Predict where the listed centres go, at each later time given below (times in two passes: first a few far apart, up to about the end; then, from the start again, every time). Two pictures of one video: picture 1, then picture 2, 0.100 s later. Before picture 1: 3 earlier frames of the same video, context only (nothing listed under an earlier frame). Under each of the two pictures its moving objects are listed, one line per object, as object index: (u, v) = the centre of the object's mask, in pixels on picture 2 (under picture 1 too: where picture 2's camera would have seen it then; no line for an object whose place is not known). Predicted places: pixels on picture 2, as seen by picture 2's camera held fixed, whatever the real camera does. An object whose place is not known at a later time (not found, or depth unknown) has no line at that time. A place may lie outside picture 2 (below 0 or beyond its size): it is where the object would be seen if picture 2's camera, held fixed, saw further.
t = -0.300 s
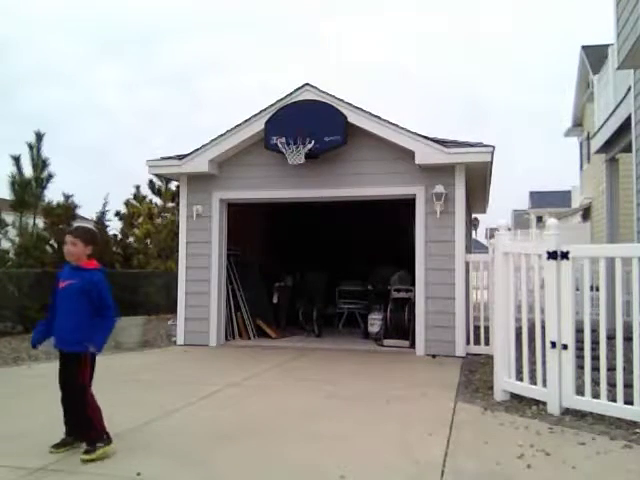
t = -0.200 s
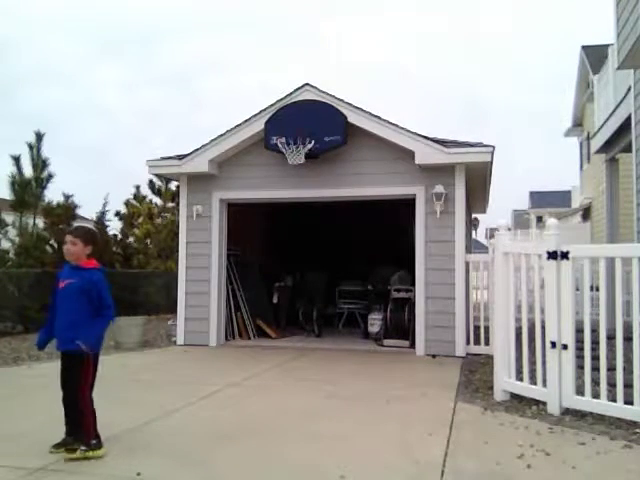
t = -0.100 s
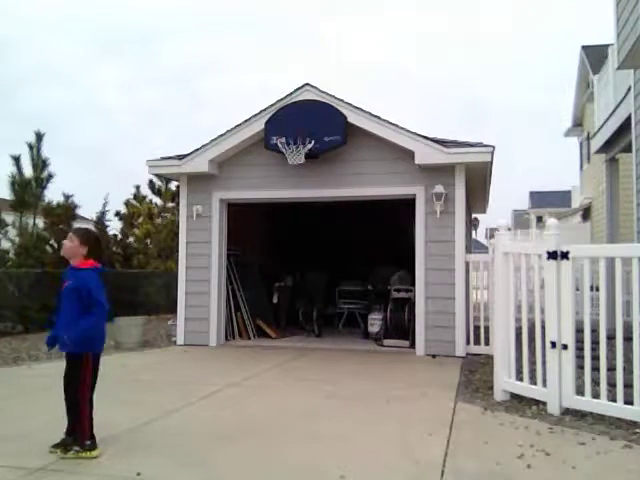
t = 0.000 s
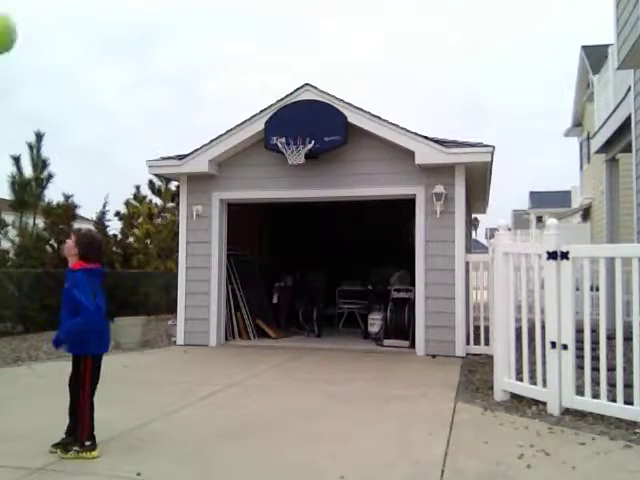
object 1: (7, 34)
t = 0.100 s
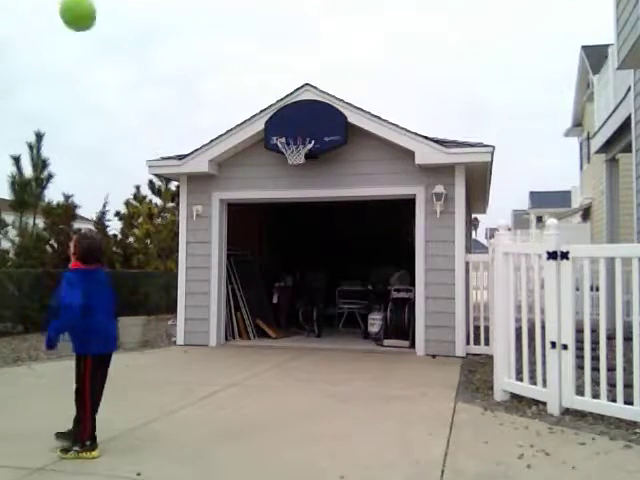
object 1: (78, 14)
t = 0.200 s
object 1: (135, 11)
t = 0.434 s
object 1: (216, 39)
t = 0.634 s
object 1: (259, 86)
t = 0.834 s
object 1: (283, 136)
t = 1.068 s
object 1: (238, 115)
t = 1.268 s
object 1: (200, 127)
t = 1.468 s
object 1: (162, 168)
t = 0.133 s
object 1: (99, 12)
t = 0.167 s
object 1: (118, 11)
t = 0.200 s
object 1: (135, 11)
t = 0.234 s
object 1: (150, 12)
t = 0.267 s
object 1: (164, 14)
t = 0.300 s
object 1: (176, 17)
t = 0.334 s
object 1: (187, 21)
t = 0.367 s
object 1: (198, 27)
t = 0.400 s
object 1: (207, 32)
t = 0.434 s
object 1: (216, 39)
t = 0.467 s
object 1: (225, 46)
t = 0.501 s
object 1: (233, 53)
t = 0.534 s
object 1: (240, 60)
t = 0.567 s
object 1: (247, 68)
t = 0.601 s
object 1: (253, 77)
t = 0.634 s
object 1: (259, 86)
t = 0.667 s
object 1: (265, 95)
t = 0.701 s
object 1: (270, 104)
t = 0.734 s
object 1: (277, 115)
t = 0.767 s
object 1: (280, 125)
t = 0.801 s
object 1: (285, 134)
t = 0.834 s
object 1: (283, 136)
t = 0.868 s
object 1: (277, 133)
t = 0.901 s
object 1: (271, 128)
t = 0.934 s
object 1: (264, 123)
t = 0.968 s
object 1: (258, 121)
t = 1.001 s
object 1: (251, 118)
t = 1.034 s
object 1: (245, 116)
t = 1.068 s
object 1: (238, 115)
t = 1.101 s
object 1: (232, 115)
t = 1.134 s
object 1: (225, 115)
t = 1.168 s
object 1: (219, 117)
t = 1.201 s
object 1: (212, 119)
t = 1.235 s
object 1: (206, 123)
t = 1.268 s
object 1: (200, 127)
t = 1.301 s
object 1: (194, 132)
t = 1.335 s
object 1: (187, 138)
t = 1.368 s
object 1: (181, 145)
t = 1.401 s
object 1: (174, 152)
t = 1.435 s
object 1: (168, 160)
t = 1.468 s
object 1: (162, 168)
